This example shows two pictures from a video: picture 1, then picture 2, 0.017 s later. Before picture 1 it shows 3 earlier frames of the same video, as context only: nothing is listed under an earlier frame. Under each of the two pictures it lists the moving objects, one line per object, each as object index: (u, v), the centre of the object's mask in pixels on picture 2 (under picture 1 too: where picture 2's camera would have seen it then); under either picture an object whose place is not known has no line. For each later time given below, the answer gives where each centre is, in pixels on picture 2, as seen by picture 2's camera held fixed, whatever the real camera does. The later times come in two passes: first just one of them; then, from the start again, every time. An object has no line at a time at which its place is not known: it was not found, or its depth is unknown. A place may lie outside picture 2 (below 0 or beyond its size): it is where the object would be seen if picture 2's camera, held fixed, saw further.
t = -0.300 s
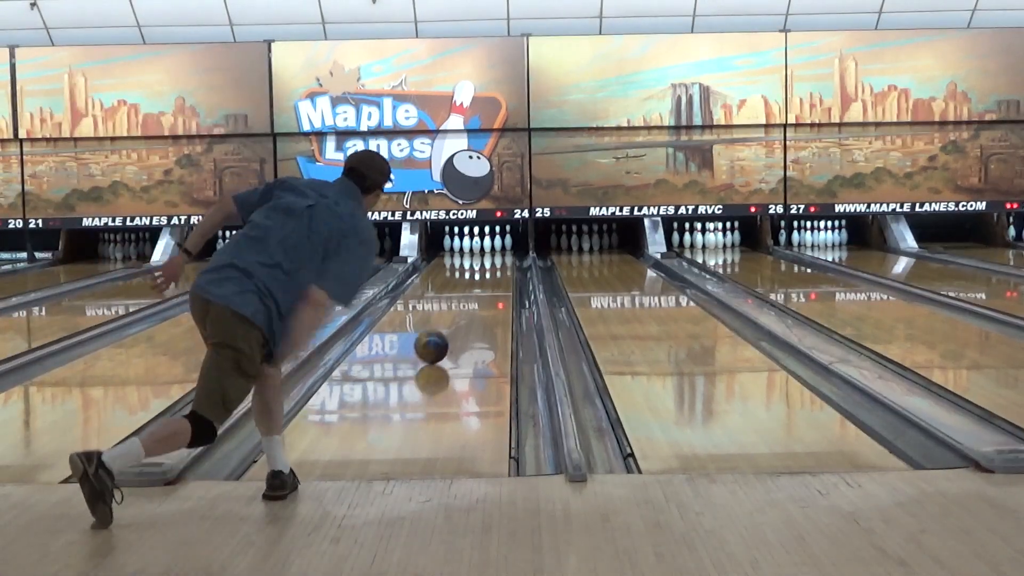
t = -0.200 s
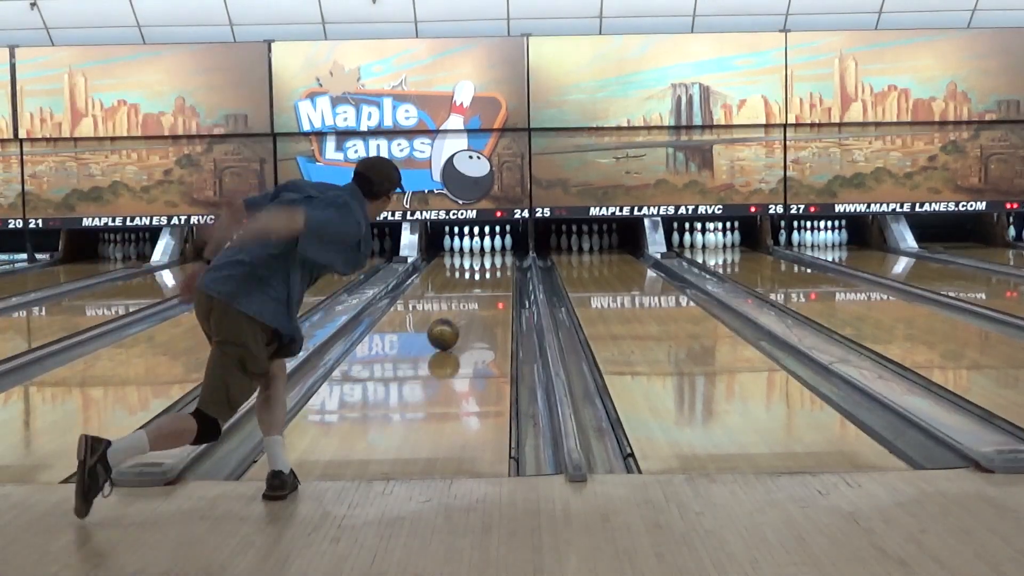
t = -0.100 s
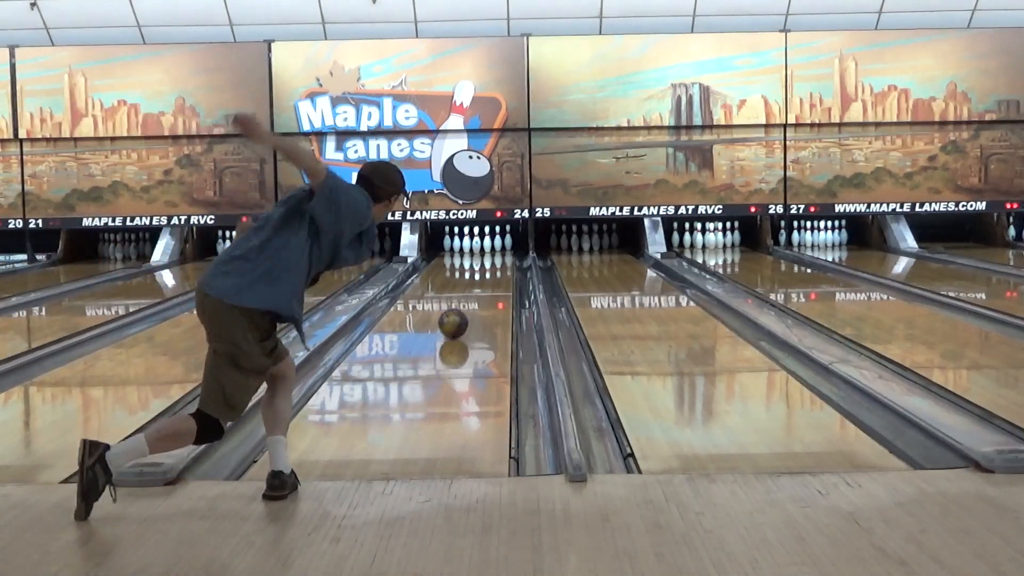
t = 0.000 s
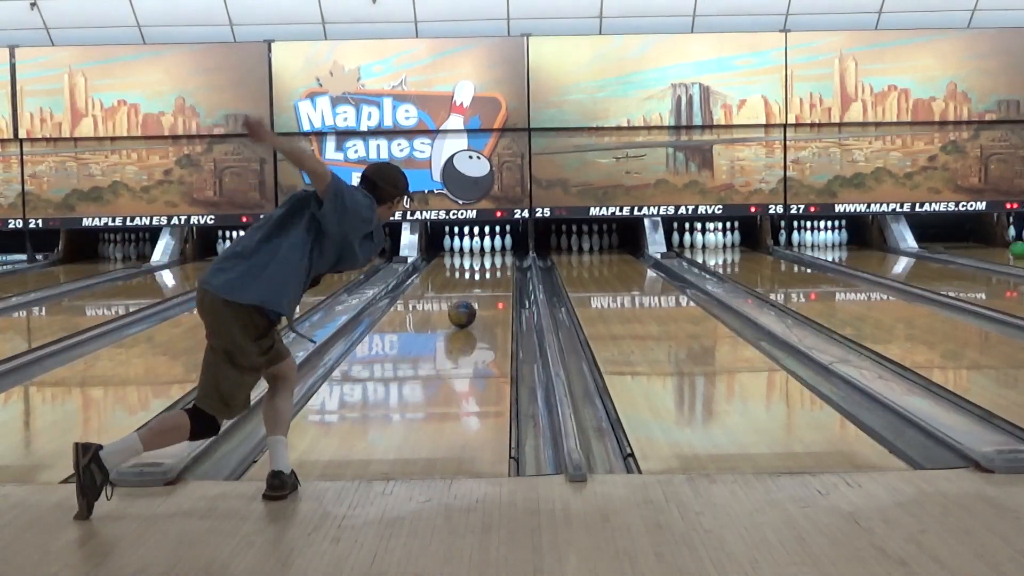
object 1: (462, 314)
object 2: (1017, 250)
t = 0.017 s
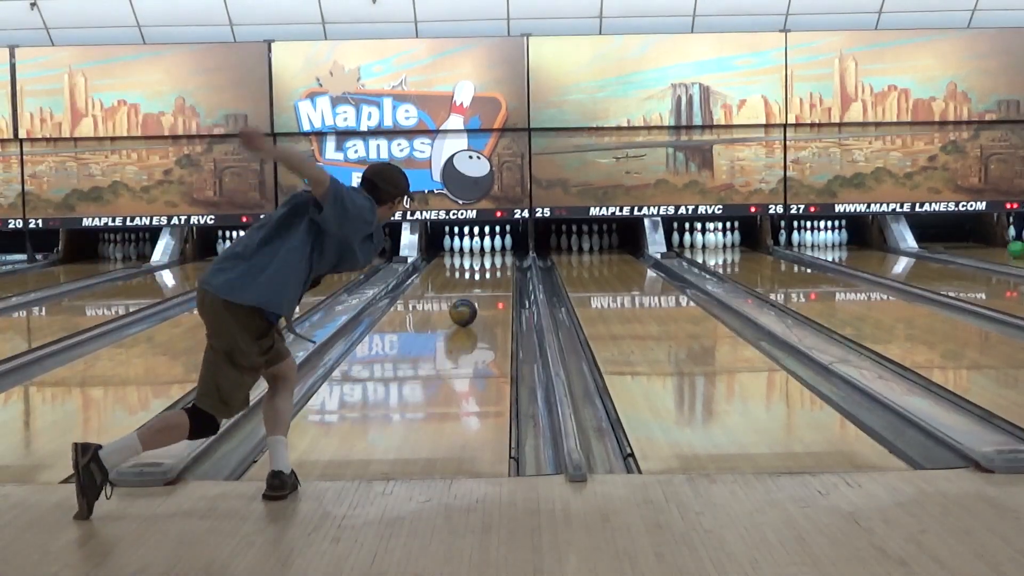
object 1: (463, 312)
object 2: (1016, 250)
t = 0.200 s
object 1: (475, 299)
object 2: (988, 245)
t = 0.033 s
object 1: (464, 311)
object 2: (1013, 249)
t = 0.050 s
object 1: (465, 310)
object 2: (1011, 249)
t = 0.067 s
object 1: (467, 309)
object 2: (1007, 248)
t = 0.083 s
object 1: (468, 307)
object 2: (1005, 248)
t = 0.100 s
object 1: (469, 306)
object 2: (1002, 247)
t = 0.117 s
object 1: (470, 305)
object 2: (999, 247)
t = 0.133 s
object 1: (471, 303)
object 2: (997, 247)
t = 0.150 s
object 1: (472, 302)
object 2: (995, 247)
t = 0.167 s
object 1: (473, 301)
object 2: (992, 246)
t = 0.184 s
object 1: (474, 300)
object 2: (990, 246)
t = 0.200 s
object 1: (475, 299)
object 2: (988, 245)
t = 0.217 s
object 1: (476, 298)
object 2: (985, 245)
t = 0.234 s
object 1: (477, 296)
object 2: (983, 244)
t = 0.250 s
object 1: (478, 296)
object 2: (981, 244)
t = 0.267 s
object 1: (479, 293)
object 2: (978, 244)
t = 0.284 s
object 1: (480, 293)
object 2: (976, 243)
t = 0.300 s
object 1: (481, 292)
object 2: (974, 243)
